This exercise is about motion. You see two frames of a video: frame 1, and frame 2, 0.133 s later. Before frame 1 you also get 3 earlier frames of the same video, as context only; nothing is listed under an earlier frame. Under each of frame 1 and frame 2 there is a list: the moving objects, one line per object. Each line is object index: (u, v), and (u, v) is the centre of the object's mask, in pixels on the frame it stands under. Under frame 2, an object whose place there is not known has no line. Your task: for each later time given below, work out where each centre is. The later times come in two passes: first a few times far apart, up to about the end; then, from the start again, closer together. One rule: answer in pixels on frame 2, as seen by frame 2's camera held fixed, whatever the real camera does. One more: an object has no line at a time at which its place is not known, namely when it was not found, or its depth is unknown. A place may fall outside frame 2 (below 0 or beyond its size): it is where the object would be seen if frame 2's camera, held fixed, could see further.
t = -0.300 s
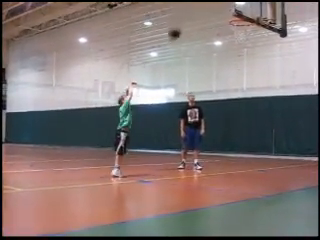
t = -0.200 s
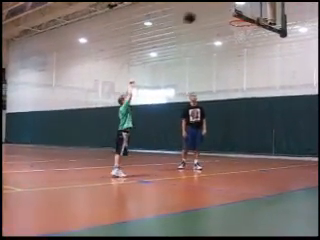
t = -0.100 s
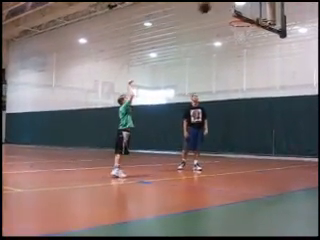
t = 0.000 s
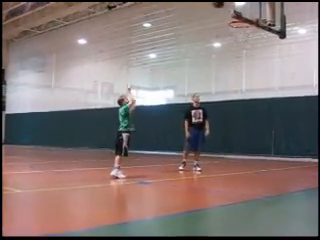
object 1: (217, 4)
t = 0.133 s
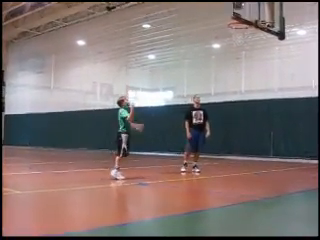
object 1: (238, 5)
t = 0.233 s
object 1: (241, 10)
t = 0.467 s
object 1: (233, 36)
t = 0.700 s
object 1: (239, 40)
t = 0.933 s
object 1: (246, 57)
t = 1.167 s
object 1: (252, 104)
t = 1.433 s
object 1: (262, 169)
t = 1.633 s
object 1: (264, 119)
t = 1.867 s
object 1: (268, 92)
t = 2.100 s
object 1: (273, 93)
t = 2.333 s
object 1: (279, 124)
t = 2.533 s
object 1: (278, 179)
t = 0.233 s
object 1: (241, 10)
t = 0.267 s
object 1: (240, 12)
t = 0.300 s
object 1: (239, 13)
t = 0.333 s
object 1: (236, 16)
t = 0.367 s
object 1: (235, 27)
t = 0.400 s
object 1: (234, 31)
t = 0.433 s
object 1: (233, 34)
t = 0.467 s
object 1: (233, 36)
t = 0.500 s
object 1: (233, 36)
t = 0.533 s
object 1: (233, 36)
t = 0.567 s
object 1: (234, 37)
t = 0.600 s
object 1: (235, 37)
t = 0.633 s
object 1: (237, 39)
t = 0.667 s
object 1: (238, 39)
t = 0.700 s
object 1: (239, 40)
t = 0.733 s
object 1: (241, 41)
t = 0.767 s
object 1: (242, 43)
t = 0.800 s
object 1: (242, 44)
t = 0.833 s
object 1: (243, 46)
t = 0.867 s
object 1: (244, 49)
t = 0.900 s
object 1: (245, 53)
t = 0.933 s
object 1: (246, 57)
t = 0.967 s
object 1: (247, 62)
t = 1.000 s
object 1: (248, 67)
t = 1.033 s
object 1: (250, 73)
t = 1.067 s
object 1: (250, 79)
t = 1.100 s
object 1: (252, 86)
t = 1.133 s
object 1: (253, 93)
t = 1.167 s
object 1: (252, 104)
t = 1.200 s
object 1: (254, 110)
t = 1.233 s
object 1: (255, 121)
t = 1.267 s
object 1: (257, 131)
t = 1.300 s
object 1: (257, 141)
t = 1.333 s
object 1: (259, 151)
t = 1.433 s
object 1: (262, 169)
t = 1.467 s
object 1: (262, 157)
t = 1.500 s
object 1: (263, 148)
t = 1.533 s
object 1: (262, 140)
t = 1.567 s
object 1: (264, 133)
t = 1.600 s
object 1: (263, 126)
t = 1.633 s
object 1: (264, 119)
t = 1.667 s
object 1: (265, 114)
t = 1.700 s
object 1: (266, 109)
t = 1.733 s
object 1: (267, 105)
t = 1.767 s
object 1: (268, 101)
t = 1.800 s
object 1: (267, 97)
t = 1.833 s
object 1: (268, 94)
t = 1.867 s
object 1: (268, 92)
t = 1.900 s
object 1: (269, 90)
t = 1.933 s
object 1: (269, 89)
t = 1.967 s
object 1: (270, 88)
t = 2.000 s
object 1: (271, 88)
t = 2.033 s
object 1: (272, 89)
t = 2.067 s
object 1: (273, 91)
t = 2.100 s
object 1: (273, 93)
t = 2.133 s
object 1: (273, 95)
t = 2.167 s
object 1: (276, 97)
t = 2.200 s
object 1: (277, 103)
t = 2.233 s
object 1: (276, 108)
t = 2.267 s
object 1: (276, 112)
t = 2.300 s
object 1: (277, 117)
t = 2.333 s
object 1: (279, 124)
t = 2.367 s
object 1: (277, 131)
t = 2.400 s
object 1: (279, 139)
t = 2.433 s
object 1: (277, 147)
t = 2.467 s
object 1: (278, 157)
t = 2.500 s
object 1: (278, 170)
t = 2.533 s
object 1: (278, 179)
